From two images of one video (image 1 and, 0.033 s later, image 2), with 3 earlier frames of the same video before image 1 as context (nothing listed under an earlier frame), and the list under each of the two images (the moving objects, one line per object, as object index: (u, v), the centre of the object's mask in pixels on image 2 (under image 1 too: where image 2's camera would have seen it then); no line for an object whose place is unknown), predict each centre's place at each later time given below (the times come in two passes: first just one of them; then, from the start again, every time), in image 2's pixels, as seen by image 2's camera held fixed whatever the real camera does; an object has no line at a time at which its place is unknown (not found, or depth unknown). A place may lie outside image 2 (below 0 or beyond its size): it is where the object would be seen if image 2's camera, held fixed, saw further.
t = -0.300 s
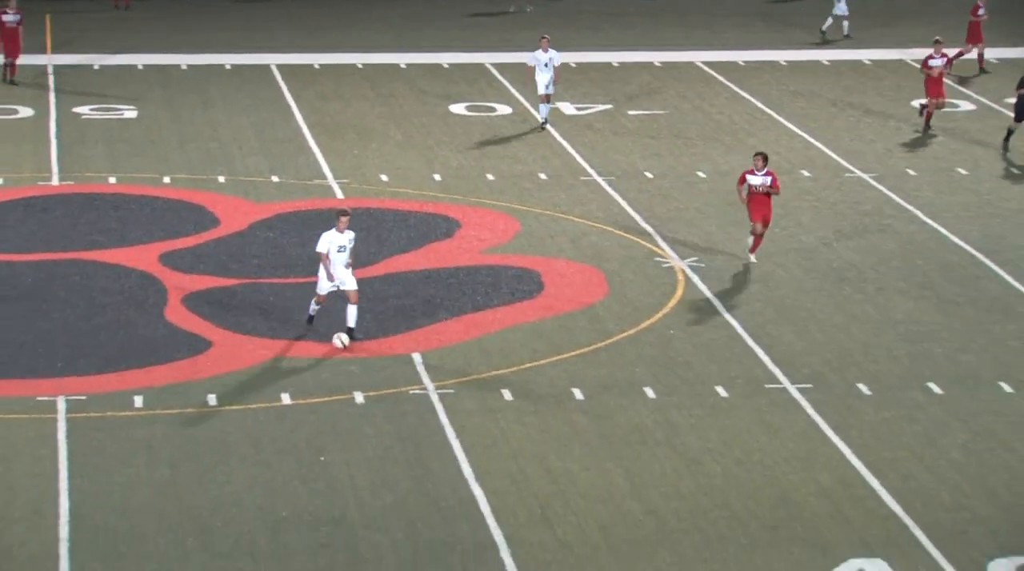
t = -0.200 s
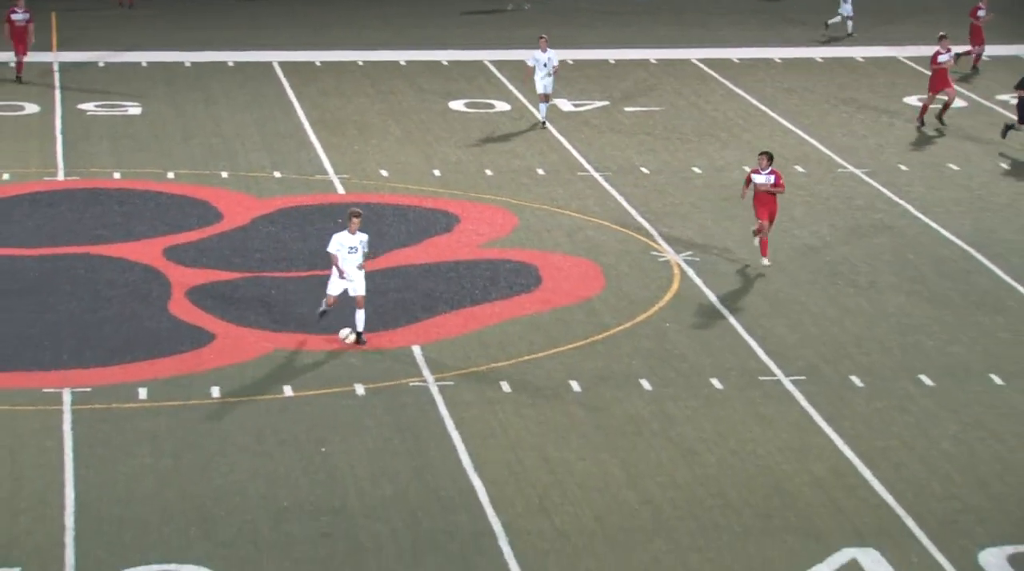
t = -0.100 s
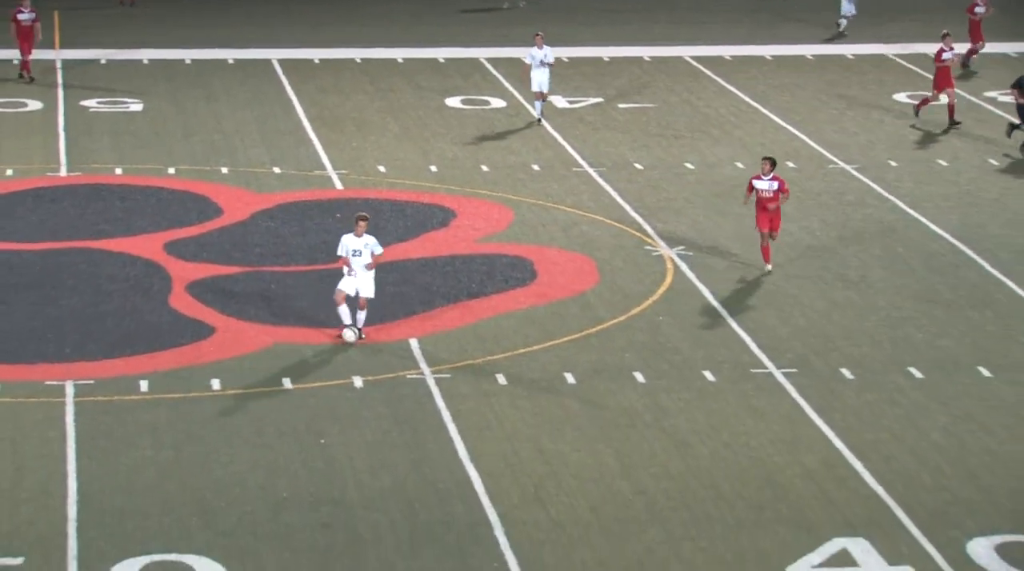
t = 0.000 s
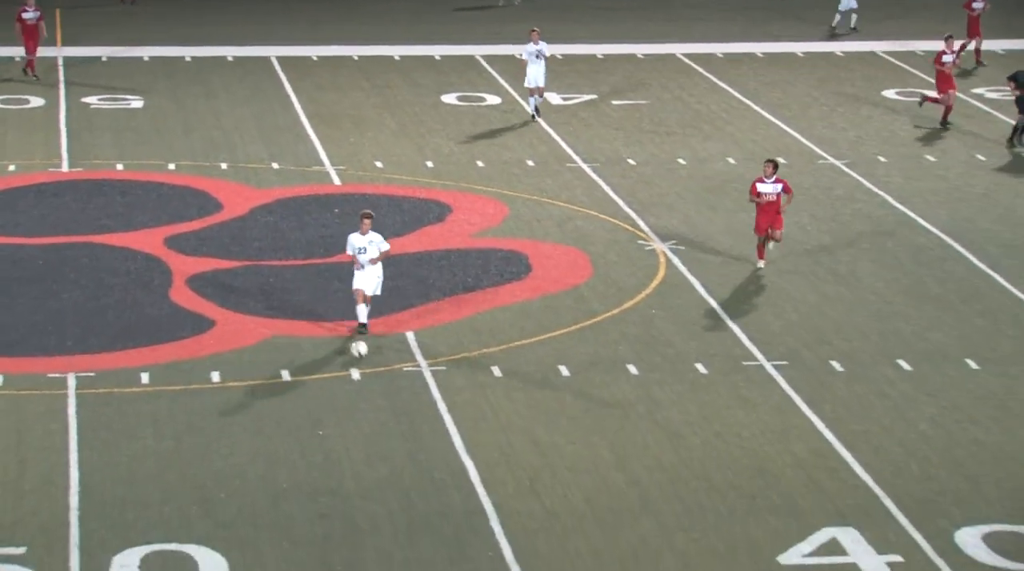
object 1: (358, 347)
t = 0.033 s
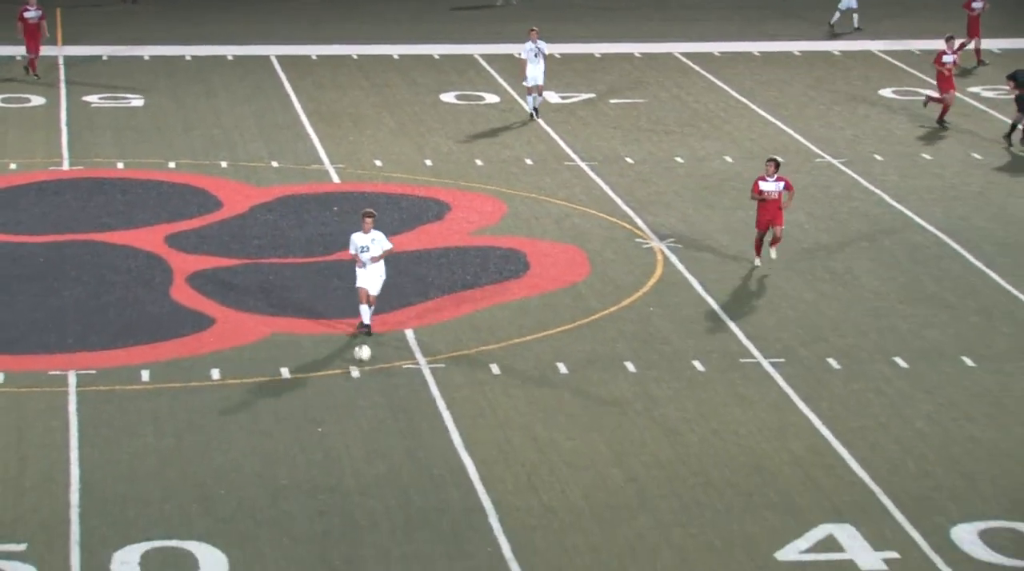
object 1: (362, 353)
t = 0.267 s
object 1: (391, 405)
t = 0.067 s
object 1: (366, 359)
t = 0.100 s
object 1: (370, 367)
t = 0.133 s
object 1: (375, 377)
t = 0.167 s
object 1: (378, 386)
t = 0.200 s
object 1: (382, 392)
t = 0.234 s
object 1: (387, 398)
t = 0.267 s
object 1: (391, 405)
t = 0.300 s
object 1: (395, 413)
